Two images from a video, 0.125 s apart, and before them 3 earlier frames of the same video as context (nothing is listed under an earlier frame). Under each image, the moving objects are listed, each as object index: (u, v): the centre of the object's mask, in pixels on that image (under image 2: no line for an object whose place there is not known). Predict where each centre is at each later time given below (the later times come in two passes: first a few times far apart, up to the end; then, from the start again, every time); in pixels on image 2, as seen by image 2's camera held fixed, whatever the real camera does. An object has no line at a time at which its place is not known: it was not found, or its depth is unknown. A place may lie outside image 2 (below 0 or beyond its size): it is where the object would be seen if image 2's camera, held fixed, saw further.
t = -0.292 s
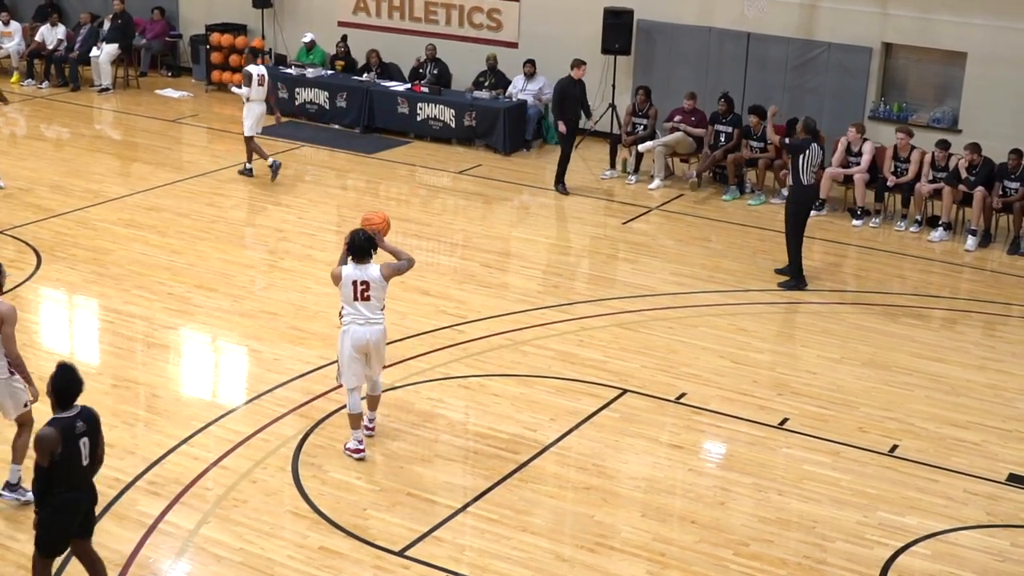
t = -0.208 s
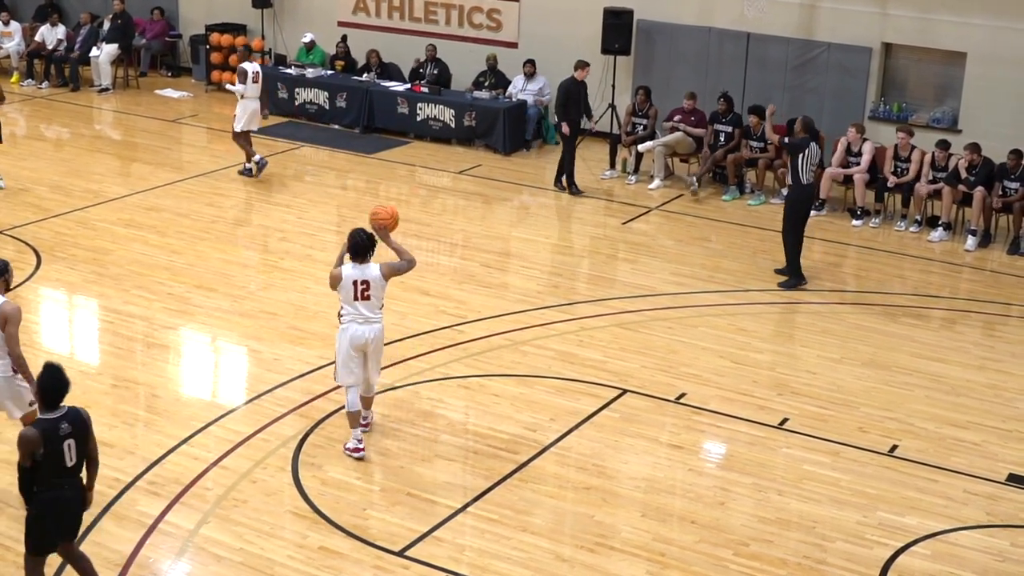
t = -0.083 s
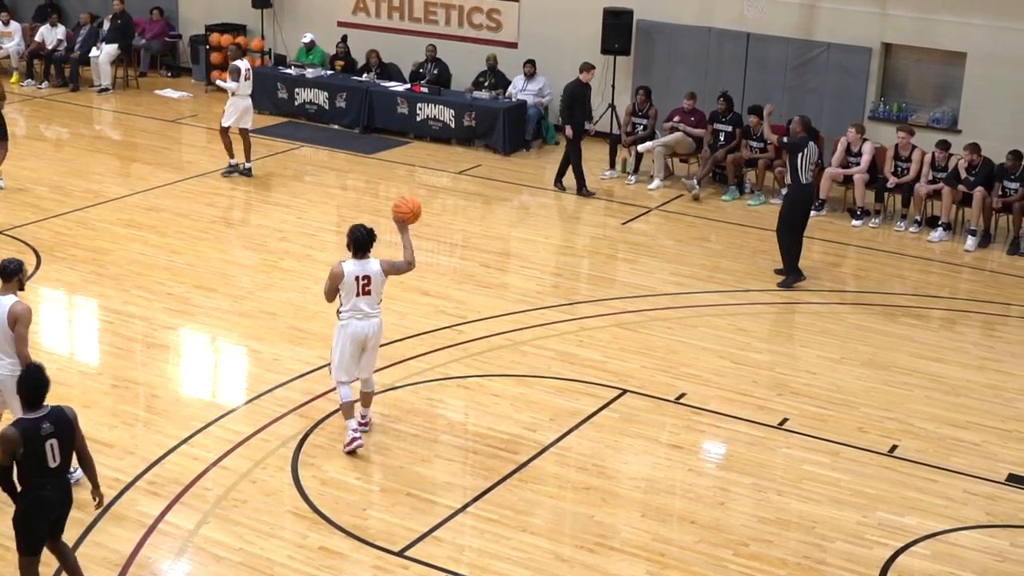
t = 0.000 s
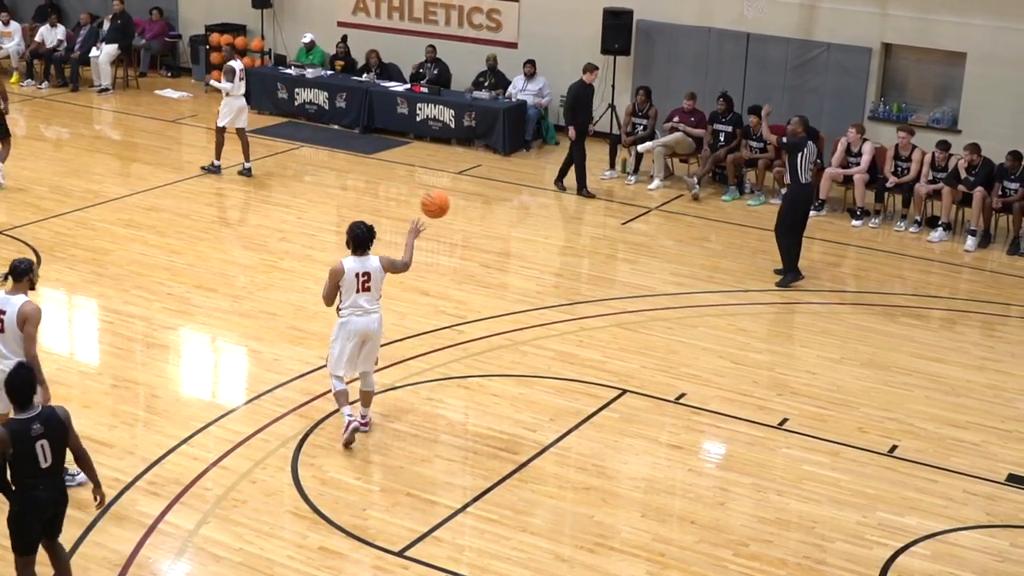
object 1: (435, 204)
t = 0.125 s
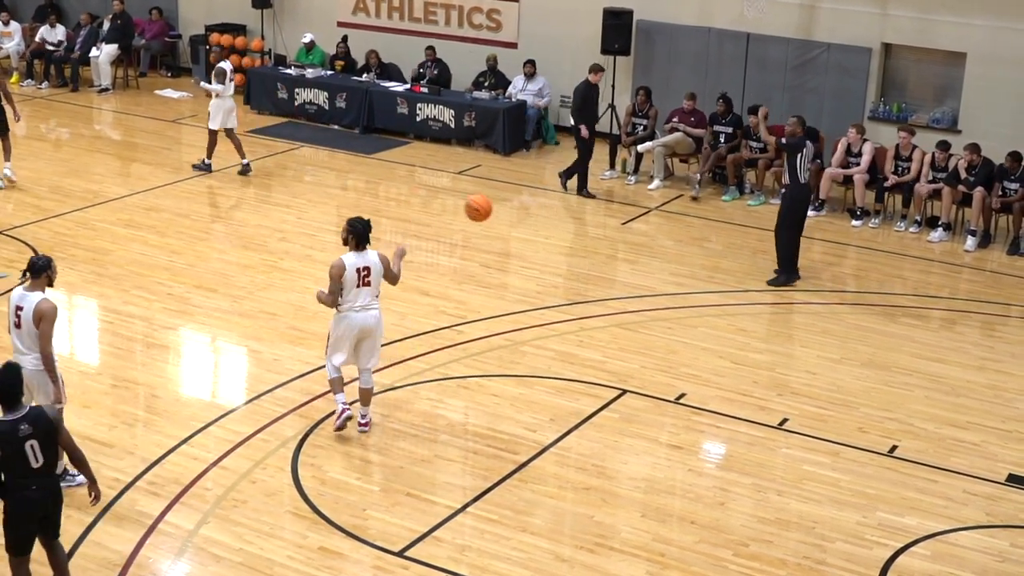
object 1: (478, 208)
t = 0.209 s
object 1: (506, 219)
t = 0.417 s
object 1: (564, 269)
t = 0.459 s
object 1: (575, 284)
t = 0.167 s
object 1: (493, 213)
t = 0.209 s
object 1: (506, 219)
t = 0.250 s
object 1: (517, 226)
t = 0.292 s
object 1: (530, 235)
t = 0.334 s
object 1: (543, 246)
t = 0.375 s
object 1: (552, 256)
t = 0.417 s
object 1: (564, 269)
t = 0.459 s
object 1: (575, 284)
